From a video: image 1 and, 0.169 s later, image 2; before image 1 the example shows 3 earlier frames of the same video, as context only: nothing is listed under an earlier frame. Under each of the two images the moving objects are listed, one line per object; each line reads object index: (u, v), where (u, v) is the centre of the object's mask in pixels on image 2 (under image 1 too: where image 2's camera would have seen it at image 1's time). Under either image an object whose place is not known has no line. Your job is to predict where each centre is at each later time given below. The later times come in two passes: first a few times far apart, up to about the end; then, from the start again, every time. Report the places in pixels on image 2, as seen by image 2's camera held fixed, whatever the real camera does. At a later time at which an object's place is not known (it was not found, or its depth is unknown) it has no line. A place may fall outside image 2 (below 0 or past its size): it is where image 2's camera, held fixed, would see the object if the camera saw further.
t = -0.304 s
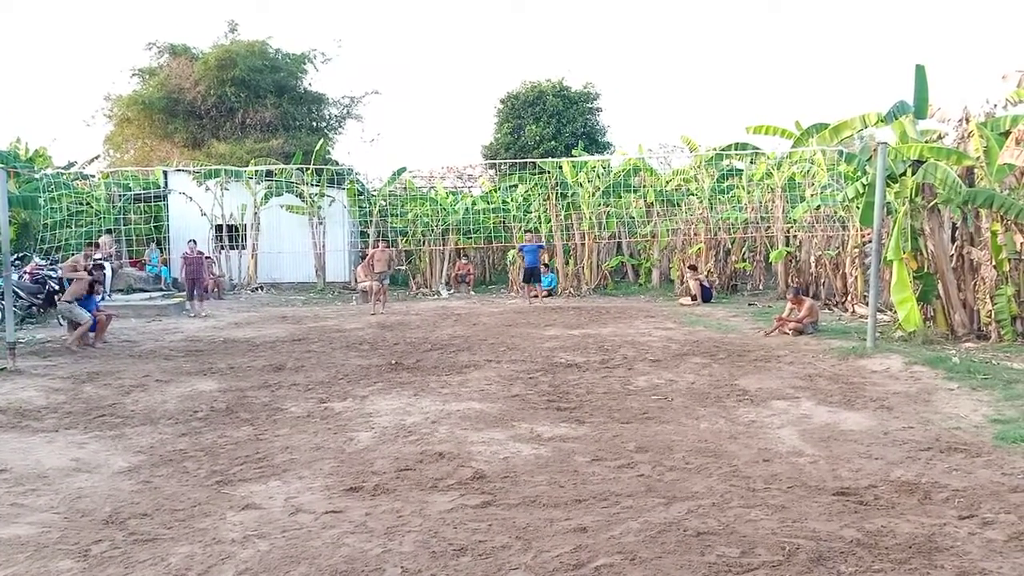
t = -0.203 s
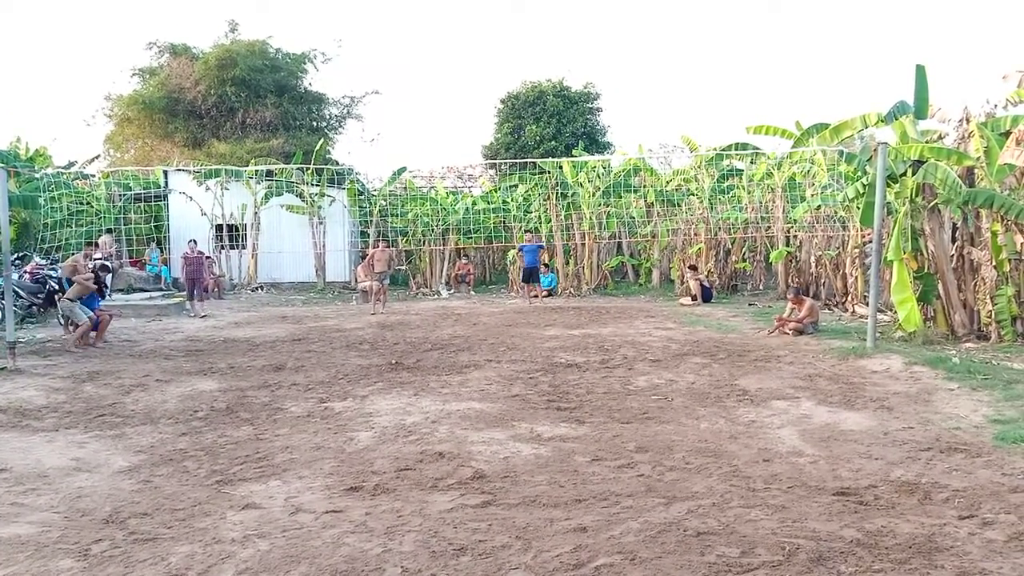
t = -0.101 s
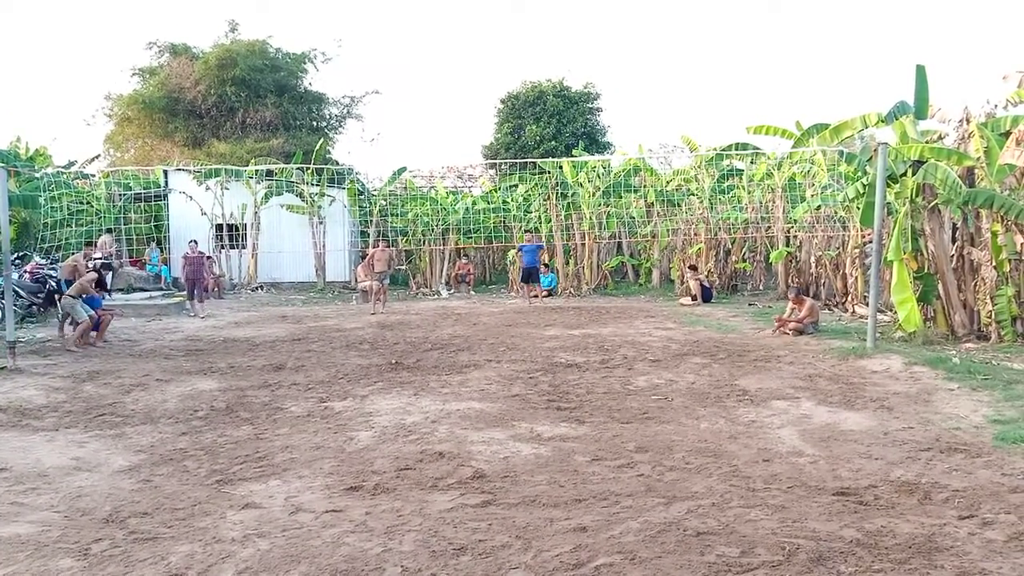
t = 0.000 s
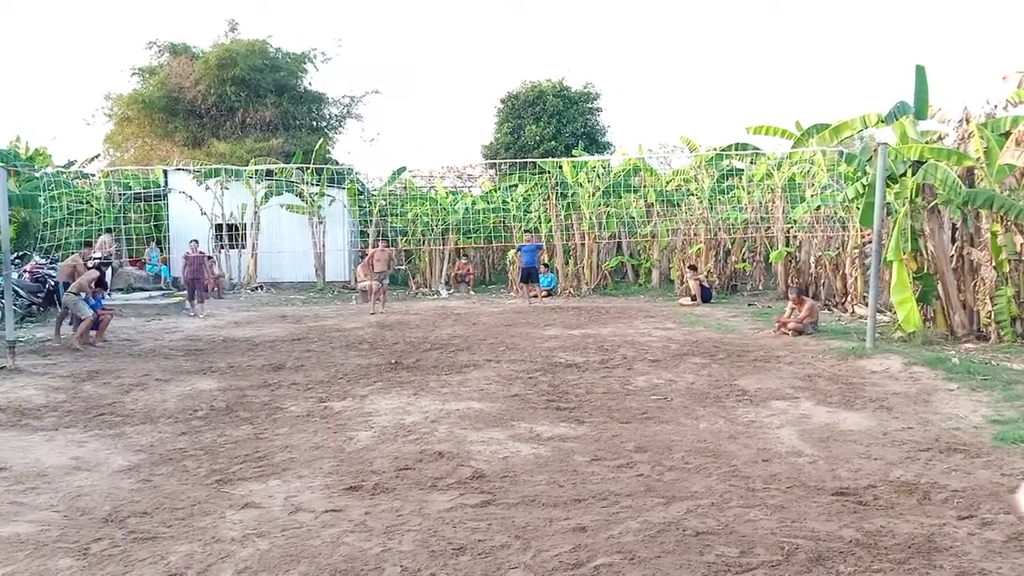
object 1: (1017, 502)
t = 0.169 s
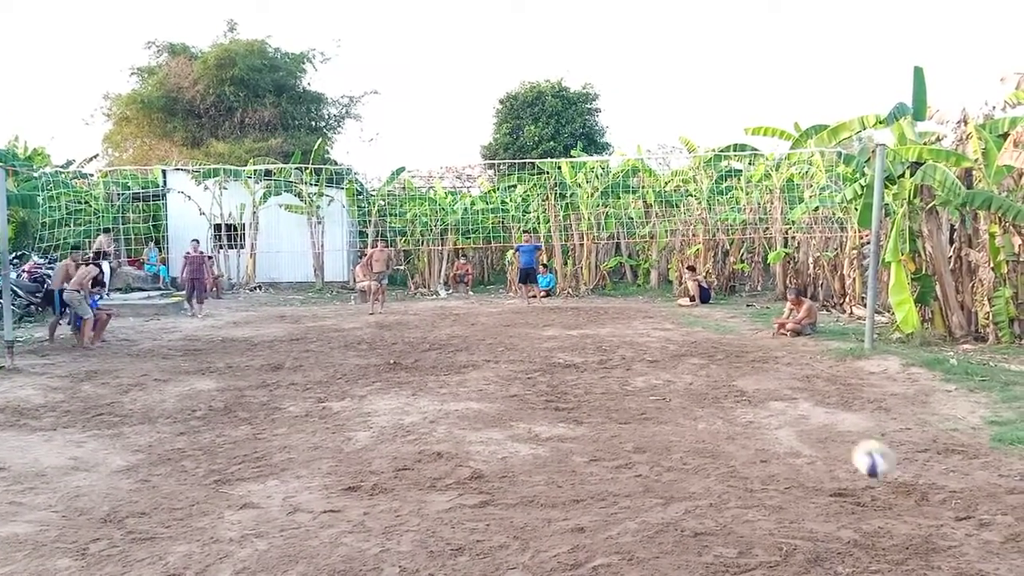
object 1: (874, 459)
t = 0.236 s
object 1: (831, 429)
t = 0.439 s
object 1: (737, 403)
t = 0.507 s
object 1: (713, 408)
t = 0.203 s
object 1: (851, 441)
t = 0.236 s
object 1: (831, 429)
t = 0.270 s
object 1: (812, 420)
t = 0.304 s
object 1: (795, 412)
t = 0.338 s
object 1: (779, 407)
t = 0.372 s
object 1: (763, 404)
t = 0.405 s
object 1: (750, 403)
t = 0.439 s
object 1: (737, 403)
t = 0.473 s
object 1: (725, 405)
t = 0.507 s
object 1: (713, 408)
